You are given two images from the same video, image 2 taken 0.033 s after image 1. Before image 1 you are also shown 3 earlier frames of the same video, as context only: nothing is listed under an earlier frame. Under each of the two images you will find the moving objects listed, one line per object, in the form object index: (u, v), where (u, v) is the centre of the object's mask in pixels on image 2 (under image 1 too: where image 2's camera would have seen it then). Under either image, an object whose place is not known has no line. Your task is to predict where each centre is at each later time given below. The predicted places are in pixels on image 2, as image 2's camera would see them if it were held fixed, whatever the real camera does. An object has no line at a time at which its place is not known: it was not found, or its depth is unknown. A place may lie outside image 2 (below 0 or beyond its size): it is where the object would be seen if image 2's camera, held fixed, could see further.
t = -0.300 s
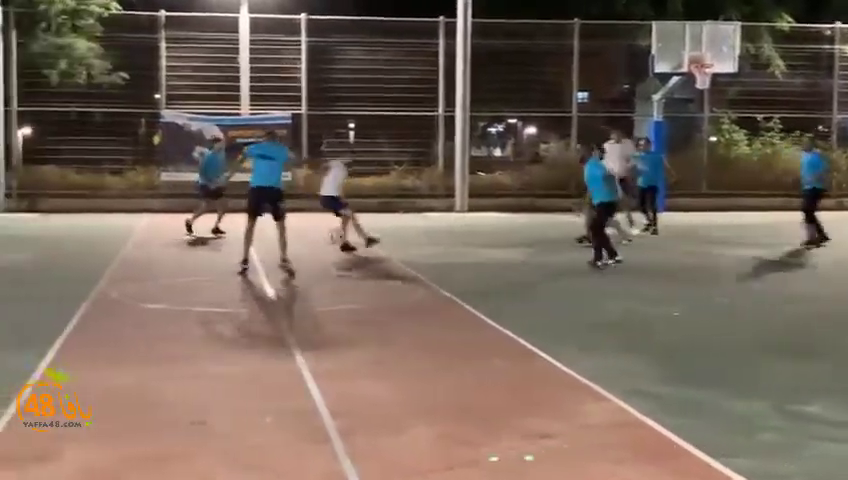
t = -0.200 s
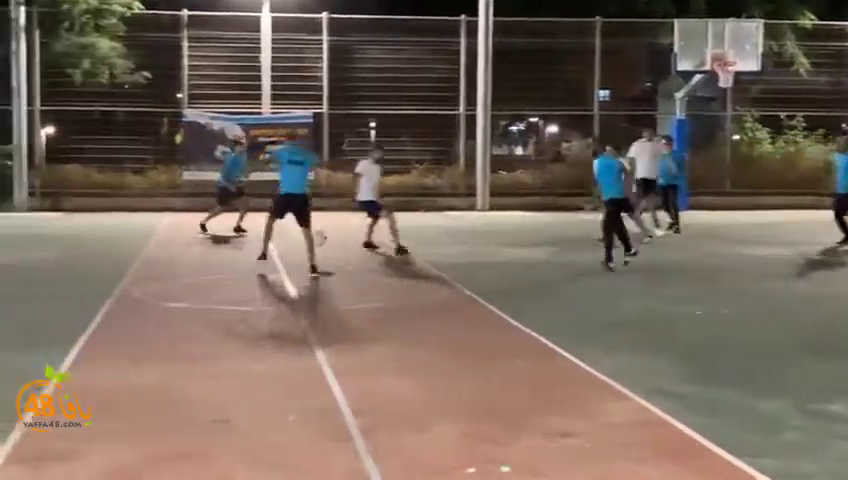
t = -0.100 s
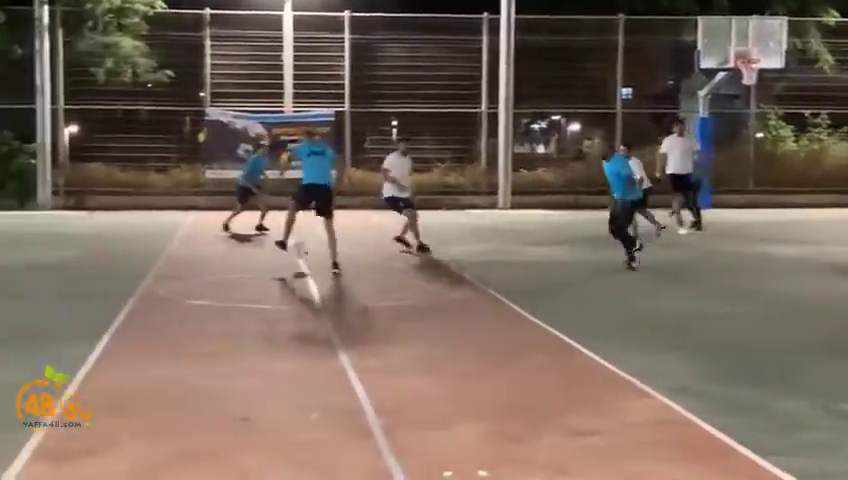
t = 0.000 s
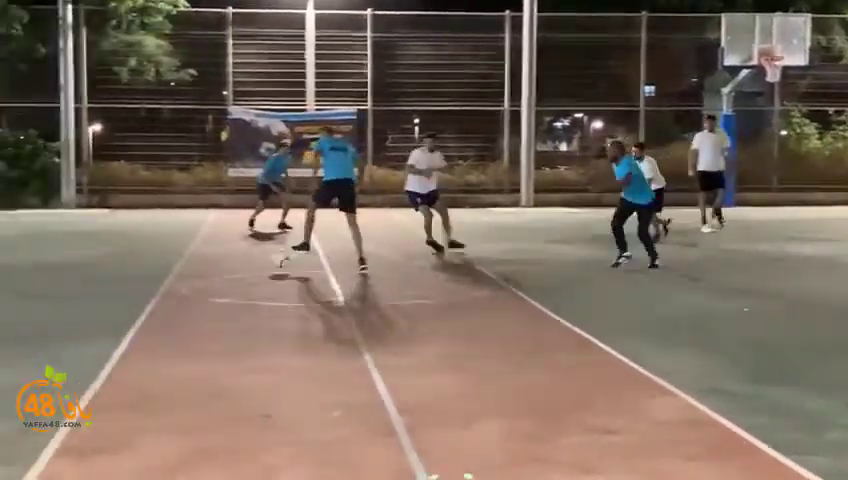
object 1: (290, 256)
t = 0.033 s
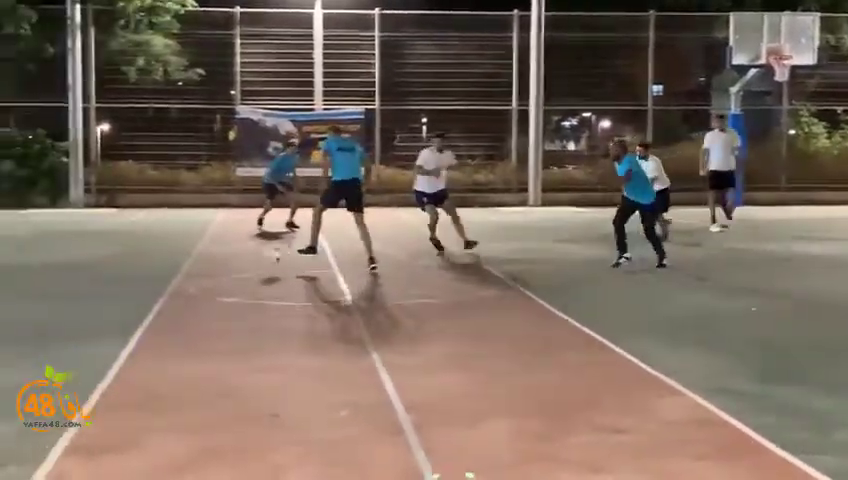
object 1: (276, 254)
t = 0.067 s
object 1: (260, 248)
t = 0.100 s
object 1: (243, 250)
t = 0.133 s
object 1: (229, 249)
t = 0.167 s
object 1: (212, 250)
